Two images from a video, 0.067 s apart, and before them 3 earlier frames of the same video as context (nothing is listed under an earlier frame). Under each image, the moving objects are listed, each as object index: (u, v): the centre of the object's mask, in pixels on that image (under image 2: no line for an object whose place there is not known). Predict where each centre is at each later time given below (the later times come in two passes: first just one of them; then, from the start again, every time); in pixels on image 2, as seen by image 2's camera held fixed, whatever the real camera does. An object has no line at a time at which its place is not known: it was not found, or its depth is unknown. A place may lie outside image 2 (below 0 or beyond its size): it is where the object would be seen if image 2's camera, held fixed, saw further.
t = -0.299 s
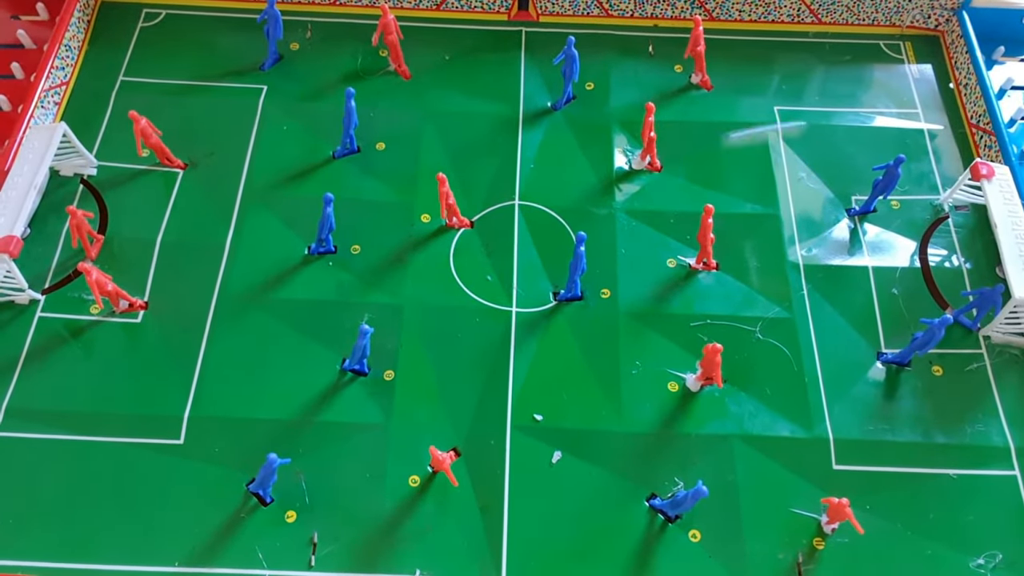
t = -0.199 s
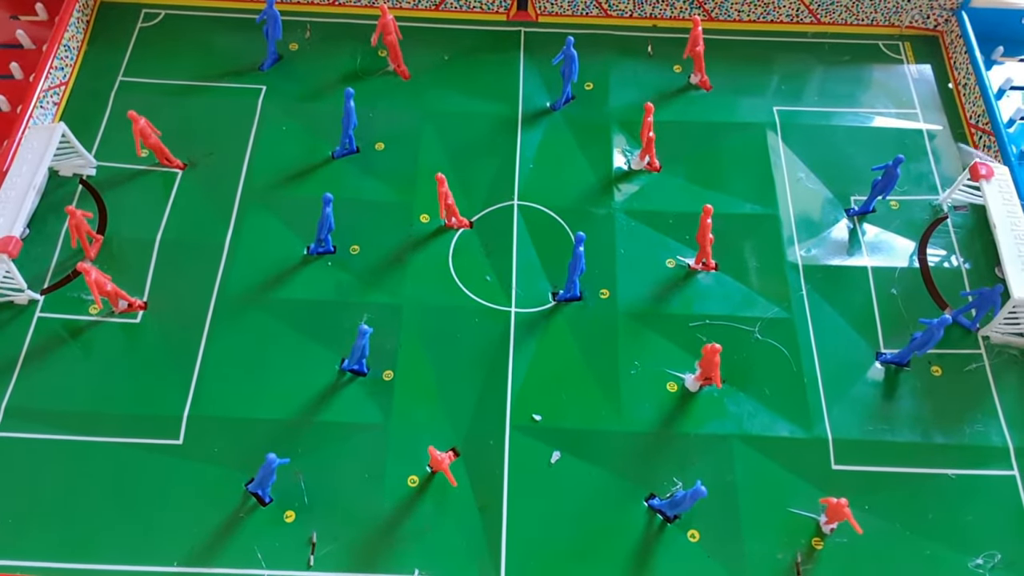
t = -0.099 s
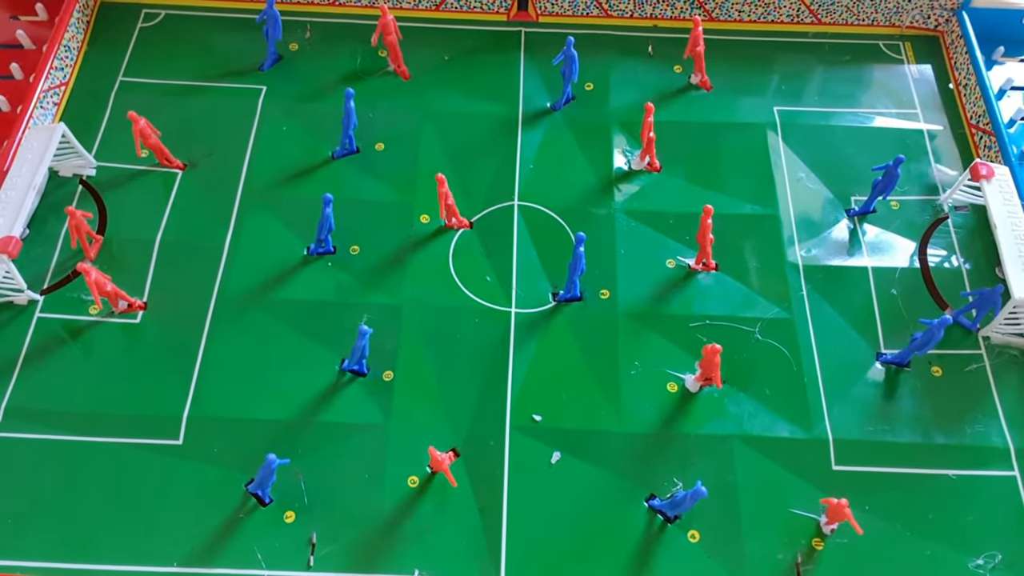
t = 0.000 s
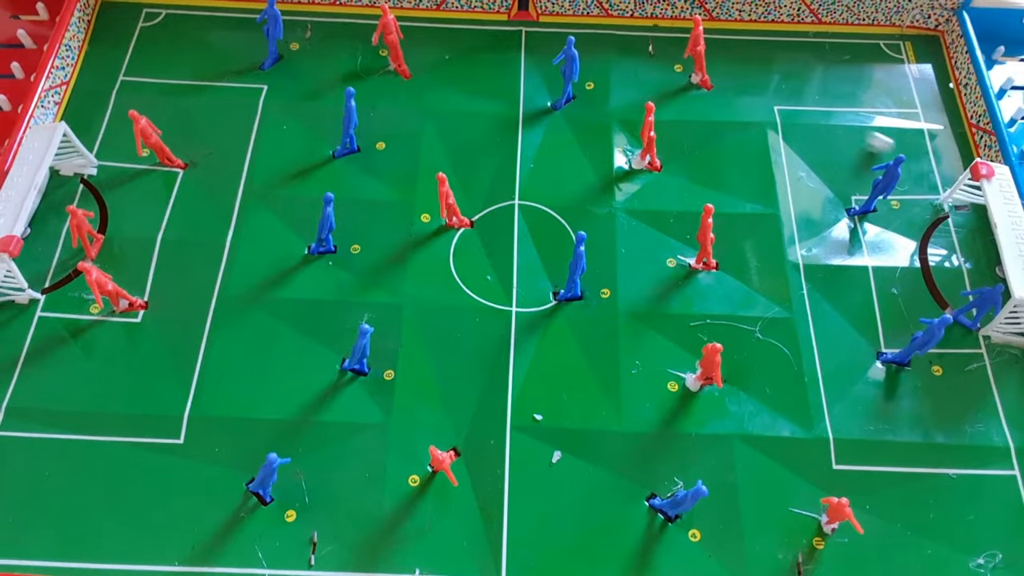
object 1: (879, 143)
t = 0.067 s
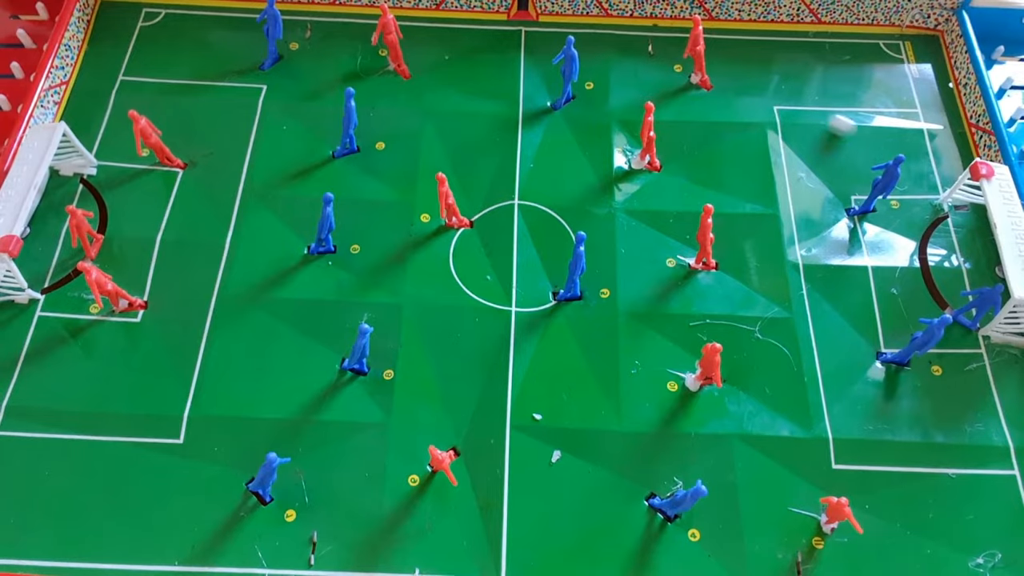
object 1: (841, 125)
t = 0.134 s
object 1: (807, 113)
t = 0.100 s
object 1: (823, 118)
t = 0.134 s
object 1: (807, 113)
